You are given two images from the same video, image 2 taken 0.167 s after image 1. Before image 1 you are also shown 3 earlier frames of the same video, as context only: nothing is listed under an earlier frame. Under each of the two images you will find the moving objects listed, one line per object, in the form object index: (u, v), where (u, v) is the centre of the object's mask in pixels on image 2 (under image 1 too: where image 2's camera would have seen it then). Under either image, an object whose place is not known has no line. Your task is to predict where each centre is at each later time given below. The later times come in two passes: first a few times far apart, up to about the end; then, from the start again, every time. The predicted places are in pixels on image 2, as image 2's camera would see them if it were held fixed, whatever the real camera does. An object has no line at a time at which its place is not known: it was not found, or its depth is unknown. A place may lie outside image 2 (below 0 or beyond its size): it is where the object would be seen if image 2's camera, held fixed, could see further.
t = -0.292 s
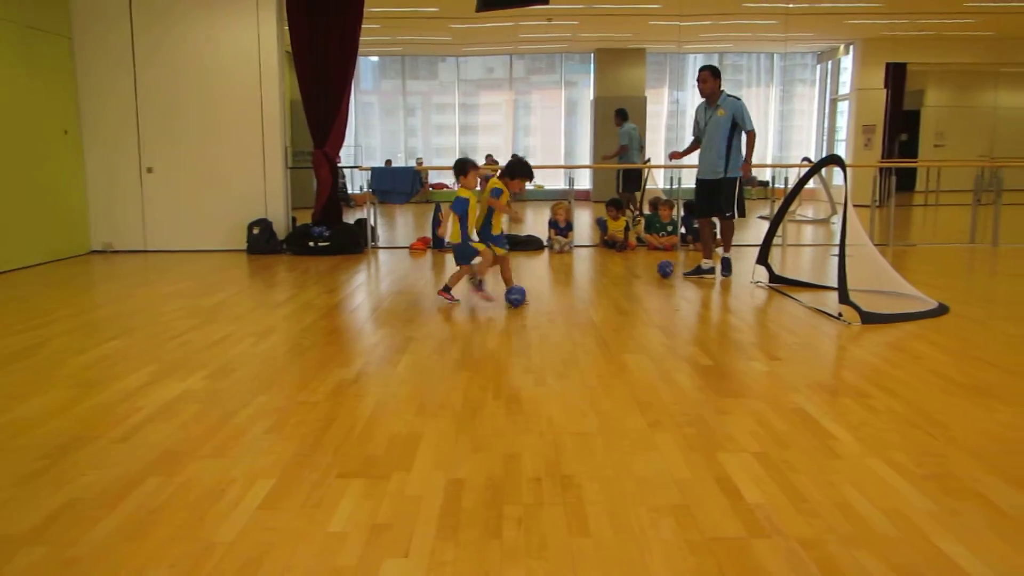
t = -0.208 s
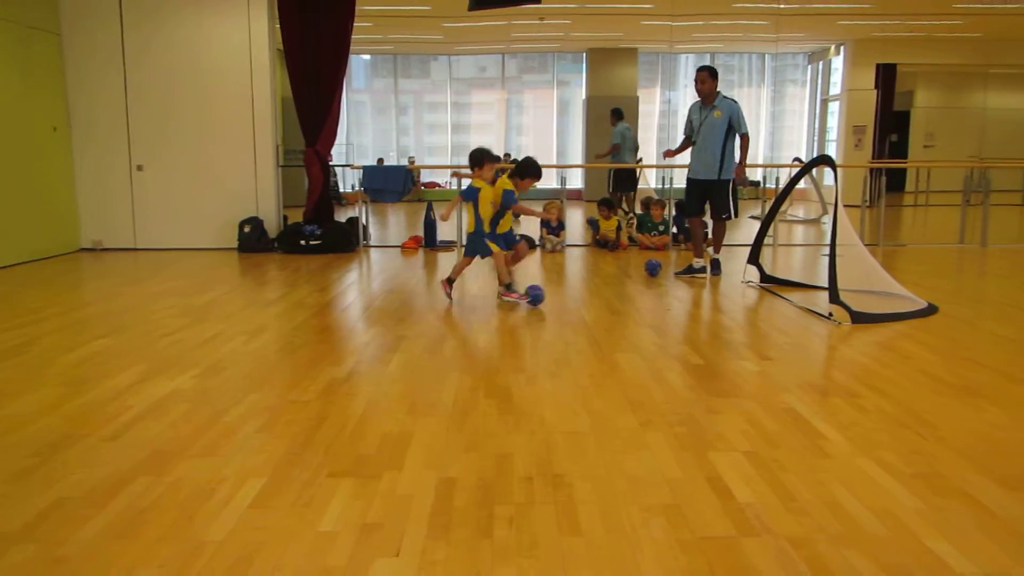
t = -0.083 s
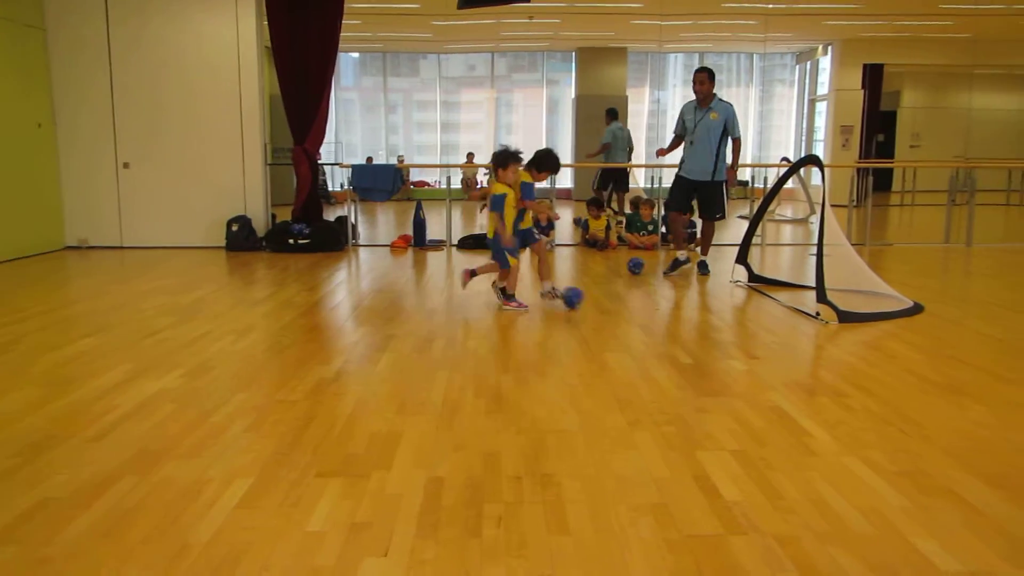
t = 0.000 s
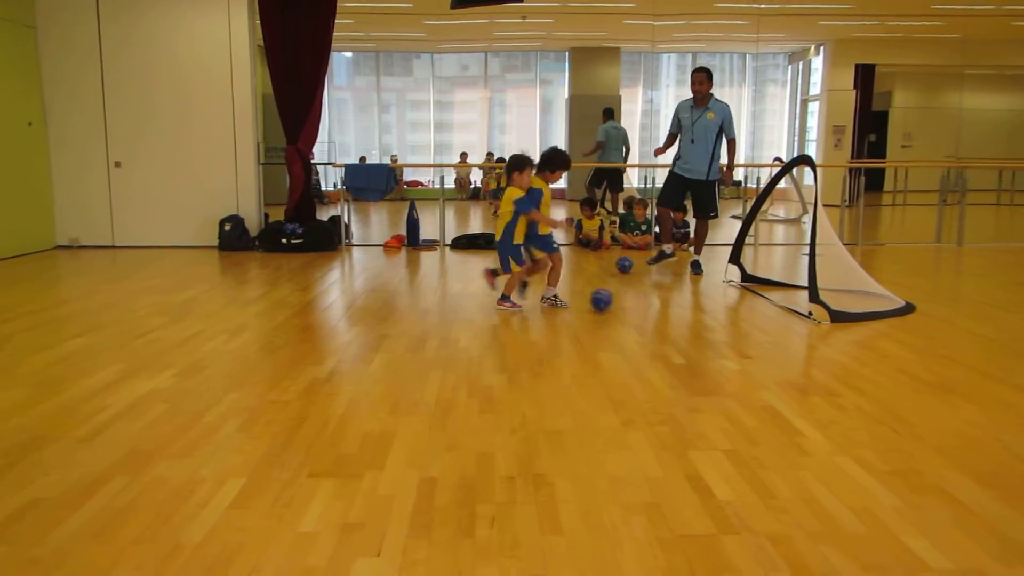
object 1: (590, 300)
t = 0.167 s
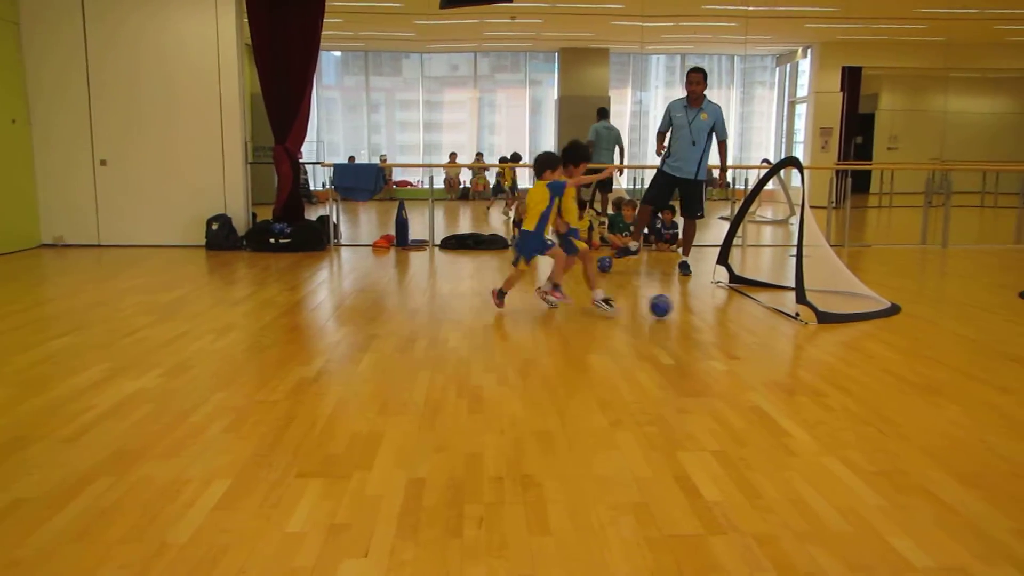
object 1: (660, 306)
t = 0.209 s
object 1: (678, 307)
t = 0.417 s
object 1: (773, 316)
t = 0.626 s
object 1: (875, 325)
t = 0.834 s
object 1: (983, 334)
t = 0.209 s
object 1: (678, 307)
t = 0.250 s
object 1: (697, 310)
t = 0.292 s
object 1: (716, 311)
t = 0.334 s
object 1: (735, 311)
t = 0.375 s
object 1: (753, 314)
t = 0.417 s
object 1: (773, 316)
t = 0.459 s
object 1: (793, 318)
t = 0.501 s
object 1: (813, 320)
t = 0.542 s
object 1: (832, 320)
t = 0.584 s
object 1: (854, 322)
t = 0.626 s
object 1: (875, 325)
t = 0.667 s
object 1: (896, 326)
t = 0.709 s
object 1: (916, 329)
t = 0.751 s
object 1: (938, 330)
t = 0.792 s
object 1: (961, 333)
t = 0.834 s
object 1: (983, 334)
